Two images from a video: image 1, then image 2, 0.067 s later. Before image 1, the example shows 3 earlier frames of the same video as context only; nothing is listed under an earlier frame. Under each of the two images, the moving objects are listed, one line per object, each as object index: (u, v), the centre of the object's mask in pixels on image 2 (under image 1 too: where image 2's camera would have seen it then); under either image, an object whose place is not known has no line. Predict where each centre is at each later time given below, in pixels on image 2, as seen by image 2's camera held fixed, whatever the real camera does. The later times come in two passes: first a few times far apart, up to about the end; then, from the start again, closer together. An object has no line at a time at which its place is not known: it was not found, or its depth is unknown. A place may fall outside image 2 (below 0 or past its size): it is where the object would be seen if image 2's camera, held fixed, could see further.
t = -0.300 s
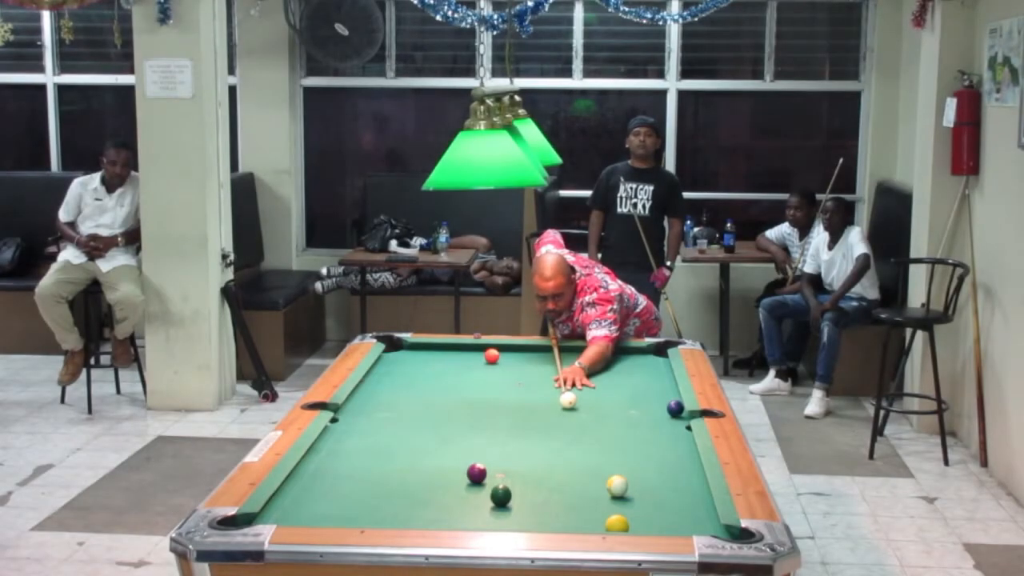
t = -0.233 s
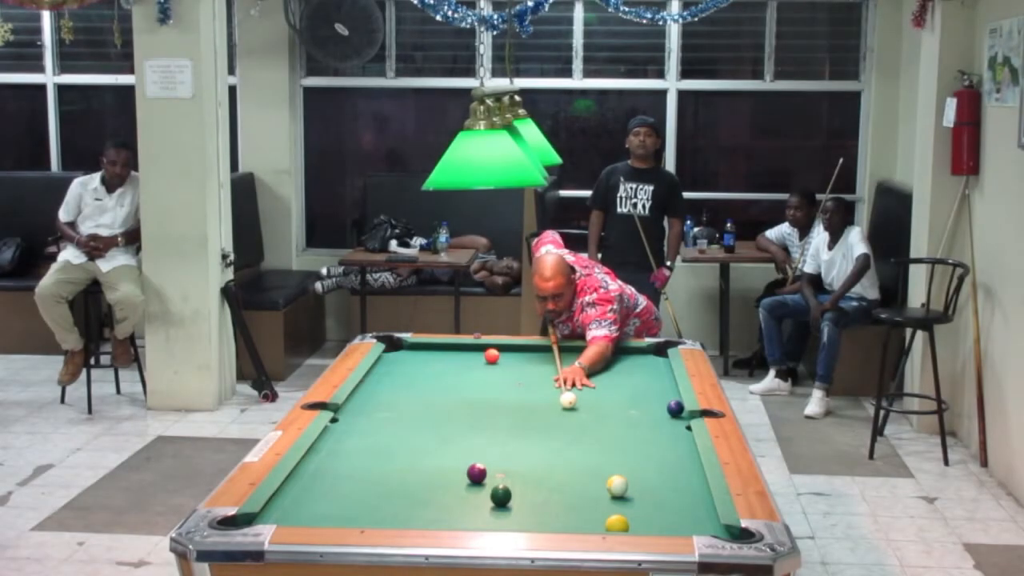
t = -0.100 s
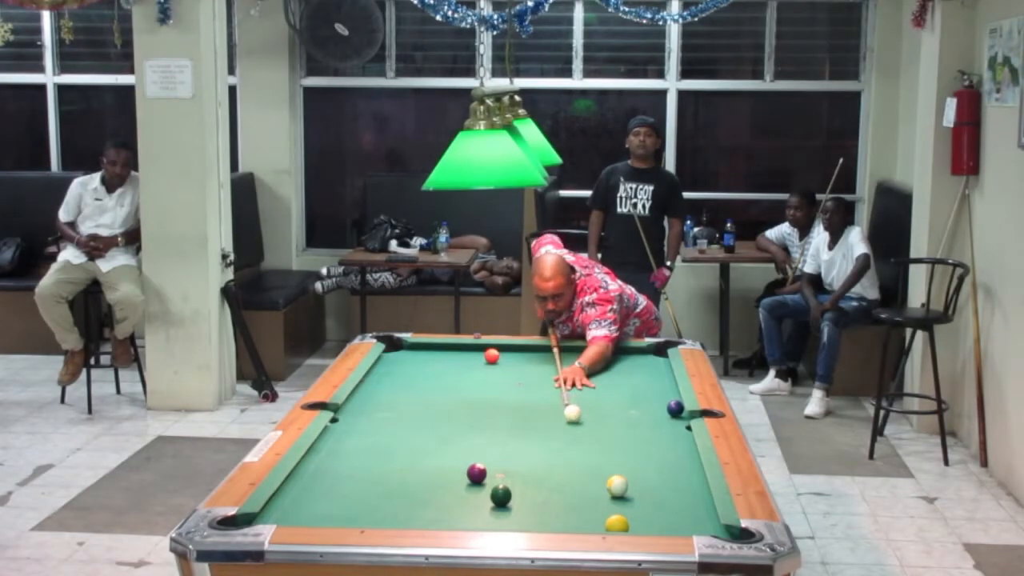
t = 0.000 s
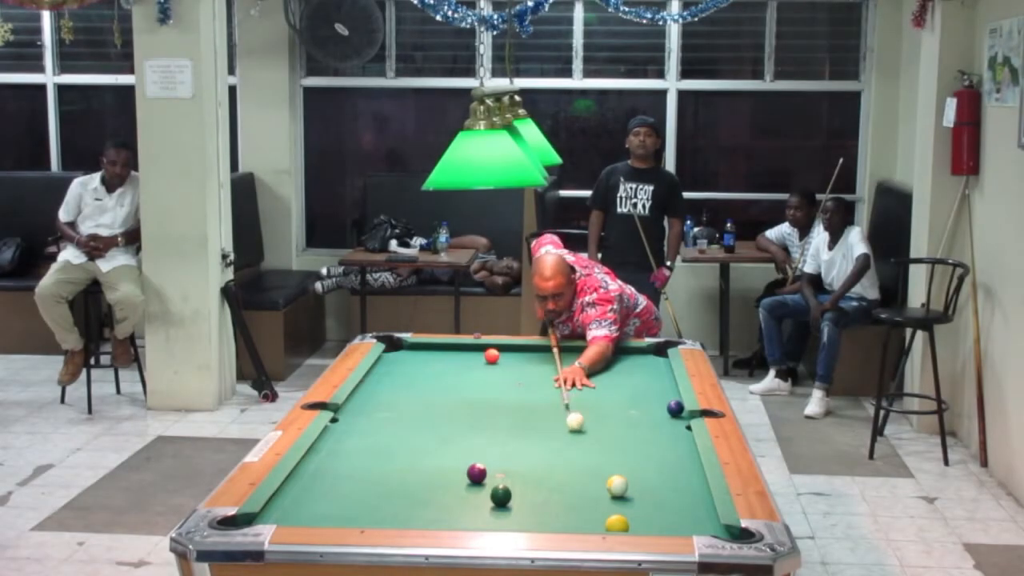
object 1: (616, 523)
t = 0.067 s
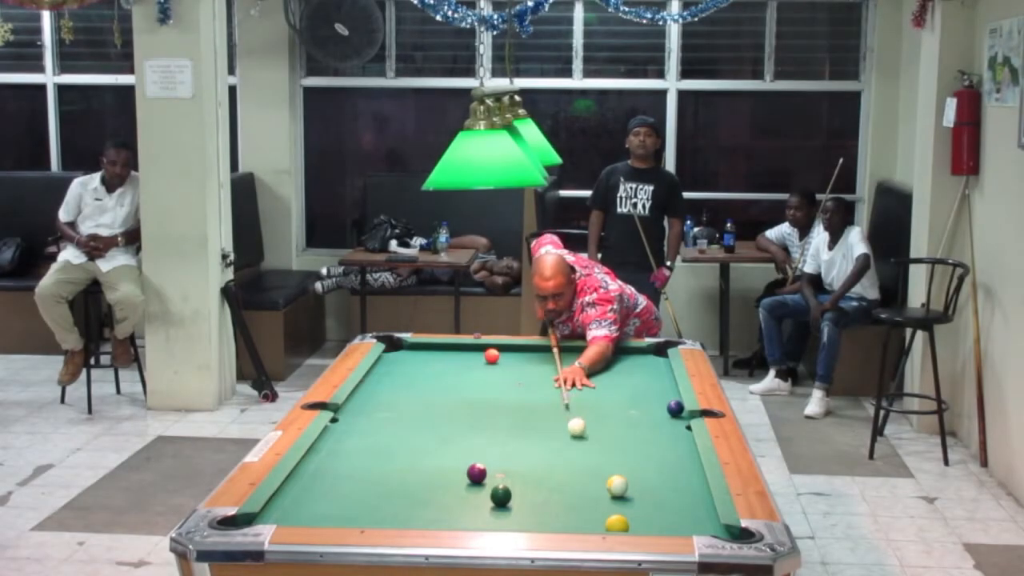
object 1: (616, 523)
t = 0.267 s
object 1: (616, 523)
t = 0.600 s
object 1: (617, 524)
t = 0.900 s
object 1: (617, 524)
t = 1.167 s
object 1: (633, 525)
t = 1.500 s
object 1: (652, 518)
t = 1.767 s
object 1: (666, 510)
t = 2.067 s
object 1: (678, 502)
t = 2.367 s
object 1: (690, 495)
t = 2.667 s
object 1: (699, 489)
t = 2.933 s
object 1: (694, 486)
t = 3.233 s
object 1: (689, 484)
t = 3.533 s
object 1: (686, 483)
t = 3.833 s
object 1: (685, 482)
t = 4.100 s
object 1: (685, 482)
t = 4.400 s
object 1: (685, 482)
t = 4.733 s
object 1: (685, 482)
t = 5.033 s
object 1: (685, 482)
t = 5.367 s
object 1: (685, 482)
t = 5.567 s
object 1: (685, 482)
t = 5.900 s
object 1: (685, 482)
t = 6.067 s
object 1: (685, 482)
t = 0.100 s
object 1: (616, 523)
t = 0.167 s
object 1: (616, 523)
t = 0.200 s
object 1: (616, 523)
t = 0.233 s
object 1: (616, 523)
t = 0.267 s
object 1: (616, 523)
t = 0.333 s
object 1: (616, 523)
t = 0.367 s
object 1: (616, 523)
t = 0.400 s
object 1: (616, 523)
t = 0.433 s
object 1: (616, 523)
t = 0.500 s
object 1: (616, 523)
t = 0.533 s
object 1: (616, 523)
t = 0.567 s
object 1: (617, 523)
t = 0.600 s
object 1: (617, 524)
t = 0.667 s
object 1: (616, 523)
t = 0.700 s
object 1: (617, 523)
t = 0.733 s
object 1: (617, 523)
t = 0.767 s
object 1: (617, 523)
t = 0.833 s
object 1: (616, 523)
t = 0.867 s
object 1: (617, 524)
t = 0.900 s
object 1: (617, 524)
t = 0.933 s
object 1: (617, 524)
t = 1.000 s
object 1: (617, 524)
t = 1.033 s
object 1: (621, 525)
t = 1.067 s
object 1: (626, 526)
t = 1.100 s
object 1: (629, 526)
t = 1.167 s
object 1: (633, 525)
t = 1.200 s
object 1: (635, 524)
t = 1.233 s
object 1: (637, 524)
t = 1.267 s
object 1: (639, 523)
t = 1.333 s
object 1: (643, 522)
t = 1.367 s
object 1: (645, 521)
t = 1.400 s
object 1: (647, 521)
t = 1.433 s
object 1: (649, 520)
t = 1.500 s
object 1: (652, 518)
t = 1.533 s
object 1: (654, 517)
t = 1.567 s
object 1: (655, 516)
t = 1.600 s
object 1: (657, 515)
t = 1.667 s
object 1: (660, 513)
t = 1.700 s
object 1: (662, 512)
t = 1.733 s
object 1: (664, 511)
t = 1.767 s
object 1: (666, 510)
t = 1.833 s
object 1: (669, 508)
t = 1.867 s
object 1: (670, 507)
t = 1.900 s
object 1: (672, 506)
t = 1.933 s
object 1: (673, 505)
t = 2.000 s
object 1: (676, 503)
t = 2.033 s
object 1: (677, 503)
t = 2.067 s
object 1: (678, 502)
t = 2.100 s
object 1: (680, 501)
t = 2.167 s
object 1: (682, 499)
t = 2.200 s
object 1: (684, 499)
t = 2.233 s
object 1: (685, 498)
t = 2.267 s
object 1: (686, 497)
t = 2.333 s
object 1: (688, 496)
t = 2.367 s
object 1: (690, 495)
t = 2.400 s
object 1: (691, 494)
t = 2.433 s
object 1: (692, 494)
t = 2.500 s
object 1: (694, 493)
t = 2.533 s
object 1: (695, 492)
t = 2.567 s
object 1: (696, 491)
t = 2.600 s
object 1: (697, 491)
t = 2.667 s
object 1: (699, 489)
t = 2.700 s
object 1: (699, 489)
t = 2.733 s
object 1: (698, 488)
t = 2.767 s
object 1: (697, 488)
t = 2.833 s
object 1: (696, 487)
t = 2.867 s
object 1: (695, 487)
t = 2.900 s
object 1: (695, 487)
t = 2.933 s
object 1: (694, 486)
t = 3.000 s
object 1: (693, 486)
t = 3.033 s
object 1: (693, 485)
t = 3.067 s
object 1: (692, 485)
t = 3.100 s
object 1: (691, 485)
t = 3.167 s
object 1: (690, 484)
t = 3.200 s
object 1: (690, 484)
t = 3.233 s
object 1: (689, 484)
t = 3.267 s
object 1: (689, 484)
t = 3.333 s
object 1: (688, 484)
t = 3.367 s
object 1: (688, 483)
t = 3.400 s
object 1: (688, 483)
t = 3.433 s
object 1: (687, 483)
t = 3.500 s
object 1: (686, 483)
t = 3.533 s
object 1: (686, 483)
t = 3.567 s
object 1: (686, 483)
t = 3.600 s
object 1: (686, 483)
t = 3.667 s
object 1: (686, 483)
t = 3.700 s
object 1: (686, 482)
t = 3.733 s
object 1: (685, 482)
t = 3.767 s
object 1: (685, 483)
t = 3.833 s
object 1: (685, 482)
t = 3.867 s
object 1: (685, 482)
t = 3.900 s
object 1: (685, 482)
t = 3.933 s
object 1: (685, 482)
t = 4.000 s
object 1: (685, 482)
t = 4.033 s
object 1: (685, 482)
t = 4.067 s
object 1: (685, 482)
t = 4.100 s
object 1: (685, 482)
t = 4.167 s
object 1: (685, 482)
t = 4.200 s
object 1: (685, 482)
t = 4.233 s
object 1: (685, 482)
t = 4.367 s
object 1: (685, 482)
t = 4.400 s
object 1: (685, 482)
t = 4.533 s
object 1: (685, 482)
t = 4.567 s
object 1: (685, 482)
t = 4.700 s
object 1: (685, 482)
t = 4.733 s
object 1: (685, 482)
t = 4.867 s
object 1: (685, 482)
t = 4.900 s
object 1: (685, 482)
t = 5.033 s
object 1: (685, 482)
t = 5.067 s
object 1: (685, 482)
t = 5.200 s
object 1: (685, 482)
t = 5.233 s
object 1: (685, 482)
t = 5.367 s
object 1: (685, 482)
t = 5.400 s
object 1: (685, 482)
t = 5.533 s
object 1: (685, 482)
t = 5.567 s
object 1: (685, 482)
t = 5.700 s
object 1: (685, 482)
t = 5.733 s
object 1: (685, 482)
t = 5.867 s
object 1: (685, 482)
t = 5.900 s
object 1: (685, 482)
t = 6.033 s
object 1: (685, 482)
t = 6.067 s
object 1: (685, 482)
